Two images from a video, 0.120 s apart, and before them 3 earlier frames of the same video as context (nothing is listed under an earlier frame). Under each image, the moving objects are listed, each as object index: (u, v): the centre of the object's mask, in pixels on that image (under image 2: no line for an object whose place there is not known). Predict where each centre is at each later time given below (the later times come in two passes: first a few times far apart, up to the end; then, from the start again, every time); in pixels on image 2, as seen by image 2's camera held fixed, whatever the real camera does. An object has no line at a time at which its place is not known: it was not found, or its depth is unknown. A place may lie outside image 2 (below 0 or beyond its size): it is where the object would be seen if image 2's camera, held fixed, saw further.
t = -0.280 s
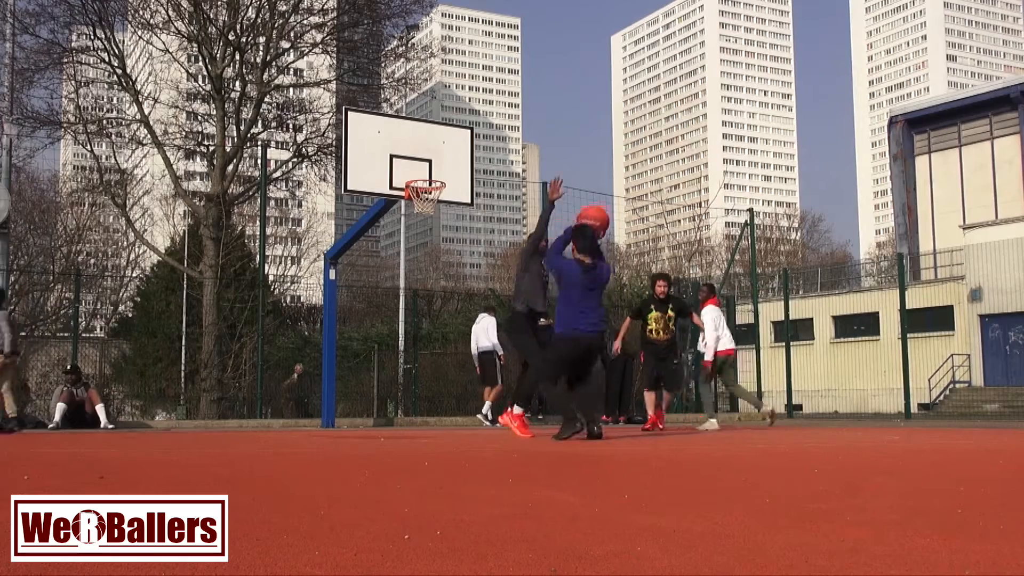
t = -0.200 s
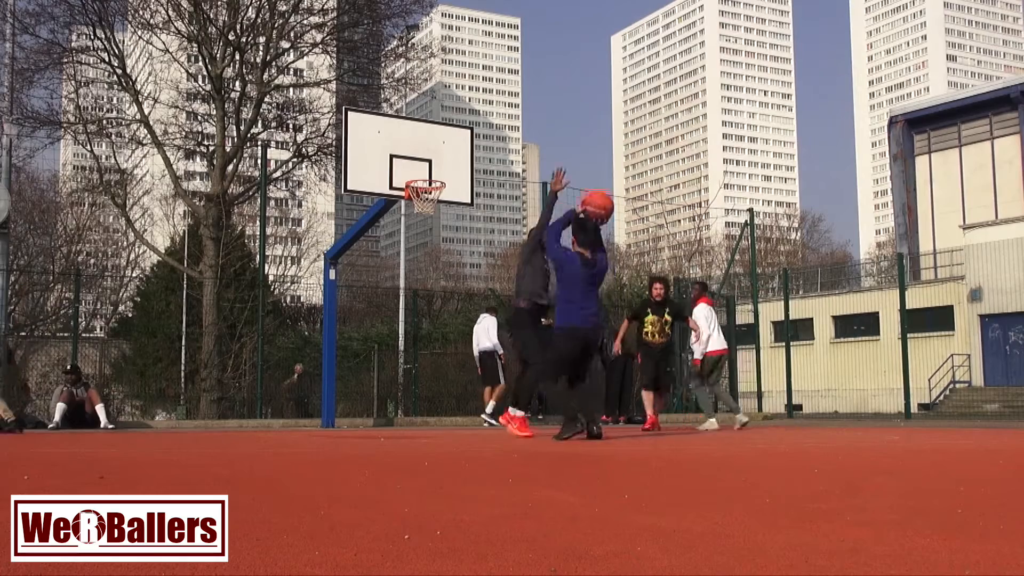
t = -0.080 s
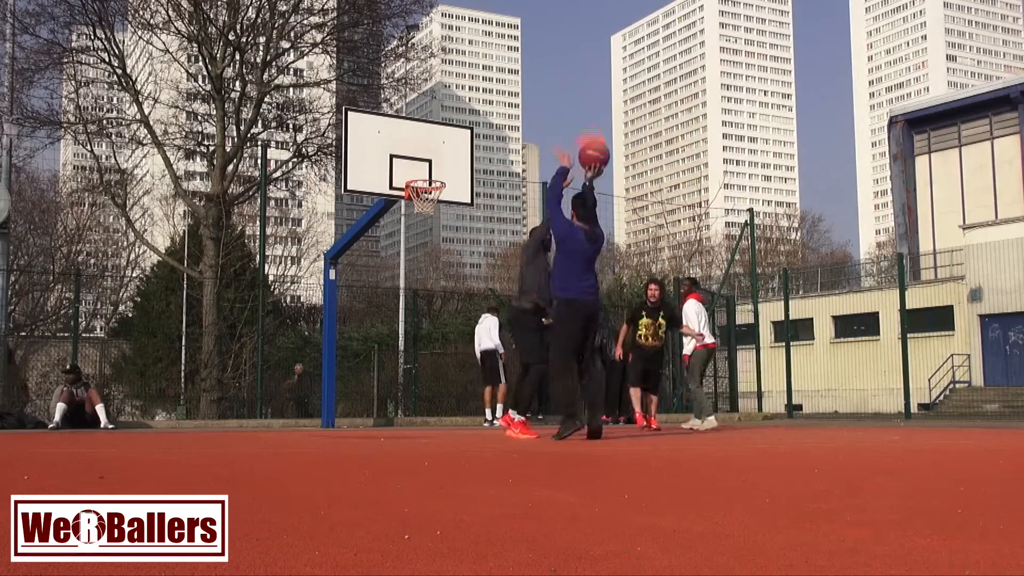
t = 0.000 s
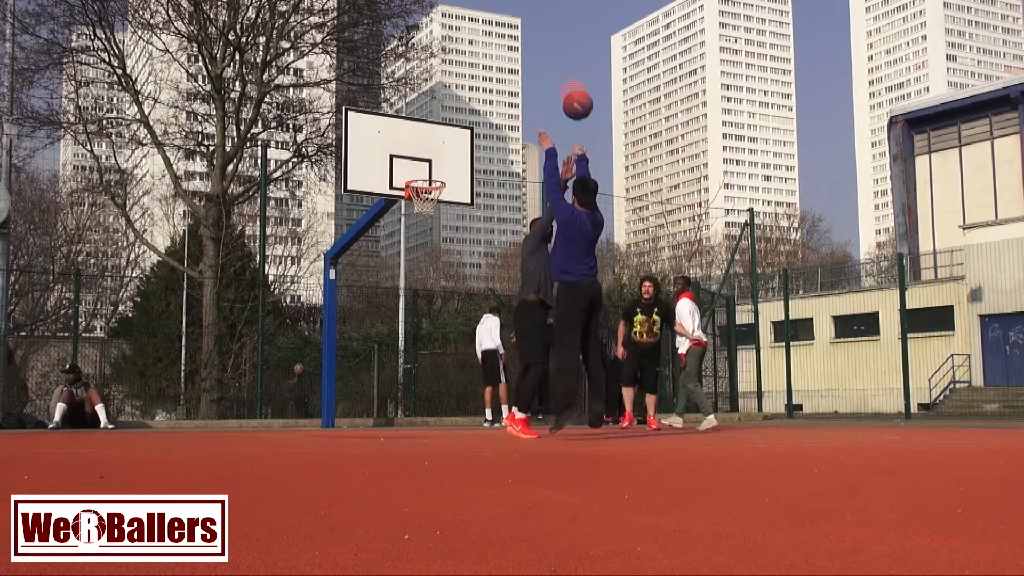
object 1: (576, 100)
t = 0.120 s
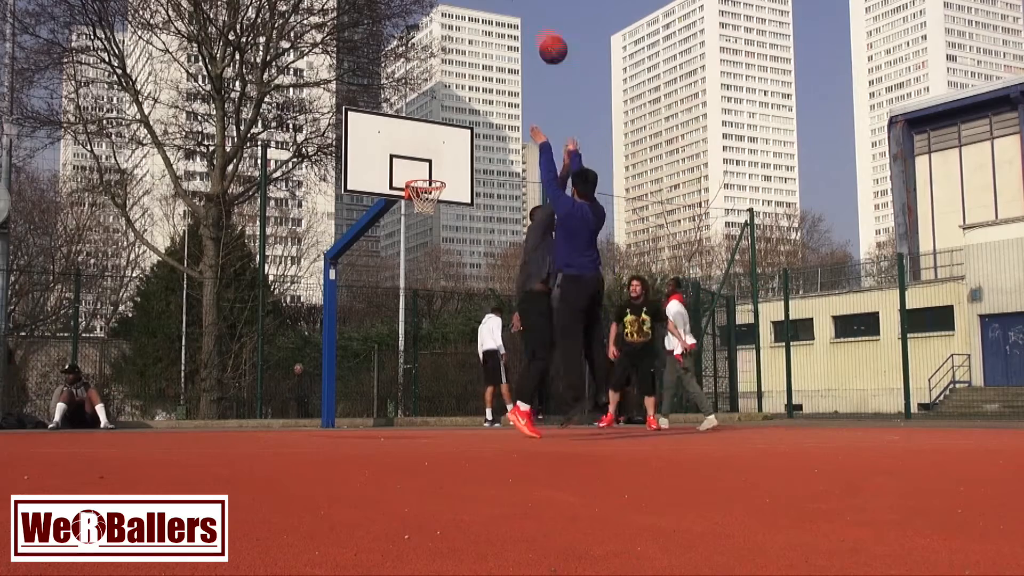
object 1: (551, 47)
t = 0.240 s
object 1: (530, 14)
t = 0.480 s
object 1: (494, 5)
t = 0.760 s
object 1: (460, 45)
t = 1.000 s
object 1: (435, 129)
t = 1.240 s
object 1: (425, 200)
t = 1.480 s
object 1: (426, 210)
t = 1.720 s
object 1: (425, 212)
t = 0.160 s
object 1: (544, 34)
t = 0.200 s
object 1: (538, 24)
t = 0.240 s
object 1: (530, 14)
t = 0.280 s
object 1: (525, 10)
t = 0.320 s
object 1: (518, 8)
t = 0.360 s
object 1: (512, 6)
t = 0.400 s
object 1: (506, 5)
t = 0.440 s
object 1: (500, 5)
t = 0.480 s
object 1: (494, 5)
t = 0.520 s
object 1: (489, 6)
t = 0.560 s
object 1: (484, 8)
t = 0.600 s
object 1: (479, 11)
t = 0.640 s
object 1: (474, 18)
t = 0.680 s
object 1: (469, 26)
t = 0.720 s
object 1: (464, 35)
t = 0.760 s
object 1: (460, 45)
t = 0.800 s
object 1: (455, 57)
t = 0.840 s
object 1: (451, 69)
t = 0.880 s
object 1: (447, 83)
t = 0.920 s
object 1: (443, 98)
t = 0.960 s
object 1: (439, 113)
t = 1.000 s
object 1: (435, 129)
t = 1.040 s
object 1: (431, 147)
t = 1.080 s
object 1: (428, 165)
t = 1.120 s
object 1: (423, 184)
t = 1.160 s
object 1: (424, 193)
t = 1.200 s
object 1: (423, 202)
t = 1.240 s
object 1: (425, 200)
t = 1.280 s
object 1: (427, 200)
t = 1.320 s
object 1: (428, 202)
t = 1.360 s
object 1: (430, 205)
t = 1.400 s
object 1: (431, 204)
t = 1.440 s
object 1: (429, 206)
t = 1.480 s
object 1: (426, 210)
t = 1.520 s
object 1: (426, 207)
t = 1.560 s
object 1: (424, 212)
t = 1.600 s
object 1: (424, 212)
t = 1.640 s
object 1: (424, 212)
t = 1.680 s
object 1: (424, 213)
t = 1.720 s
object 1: (425, 212)
